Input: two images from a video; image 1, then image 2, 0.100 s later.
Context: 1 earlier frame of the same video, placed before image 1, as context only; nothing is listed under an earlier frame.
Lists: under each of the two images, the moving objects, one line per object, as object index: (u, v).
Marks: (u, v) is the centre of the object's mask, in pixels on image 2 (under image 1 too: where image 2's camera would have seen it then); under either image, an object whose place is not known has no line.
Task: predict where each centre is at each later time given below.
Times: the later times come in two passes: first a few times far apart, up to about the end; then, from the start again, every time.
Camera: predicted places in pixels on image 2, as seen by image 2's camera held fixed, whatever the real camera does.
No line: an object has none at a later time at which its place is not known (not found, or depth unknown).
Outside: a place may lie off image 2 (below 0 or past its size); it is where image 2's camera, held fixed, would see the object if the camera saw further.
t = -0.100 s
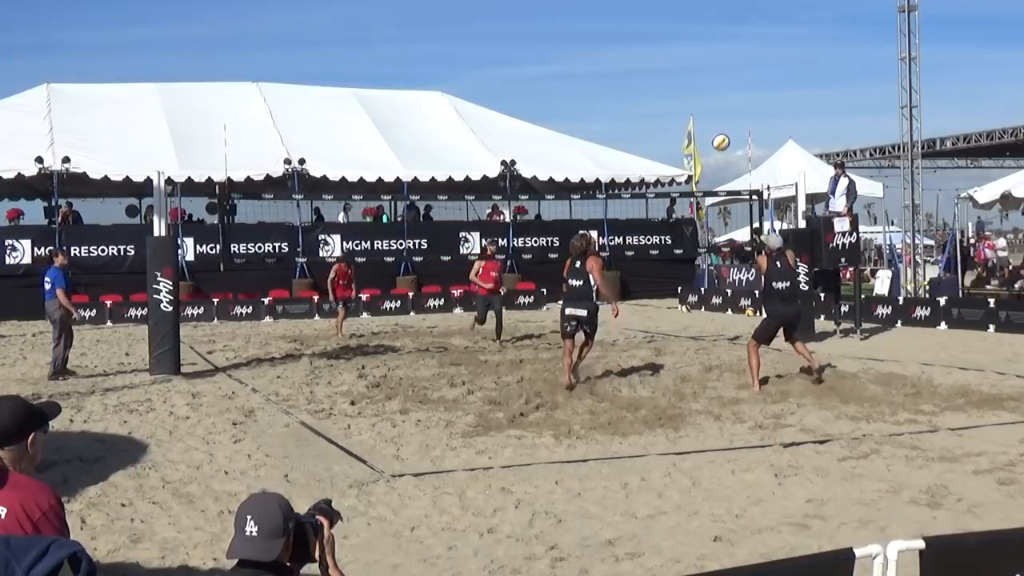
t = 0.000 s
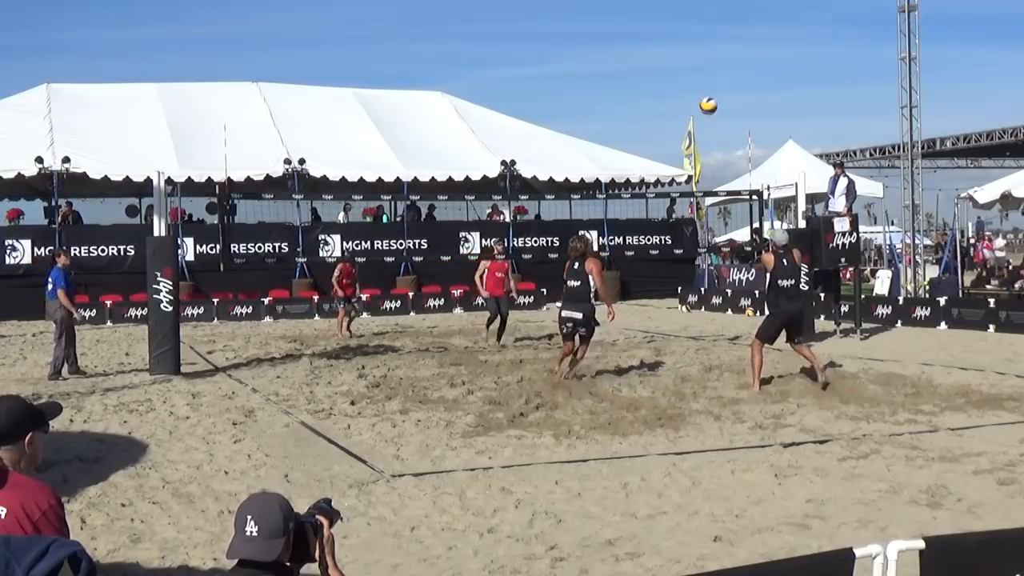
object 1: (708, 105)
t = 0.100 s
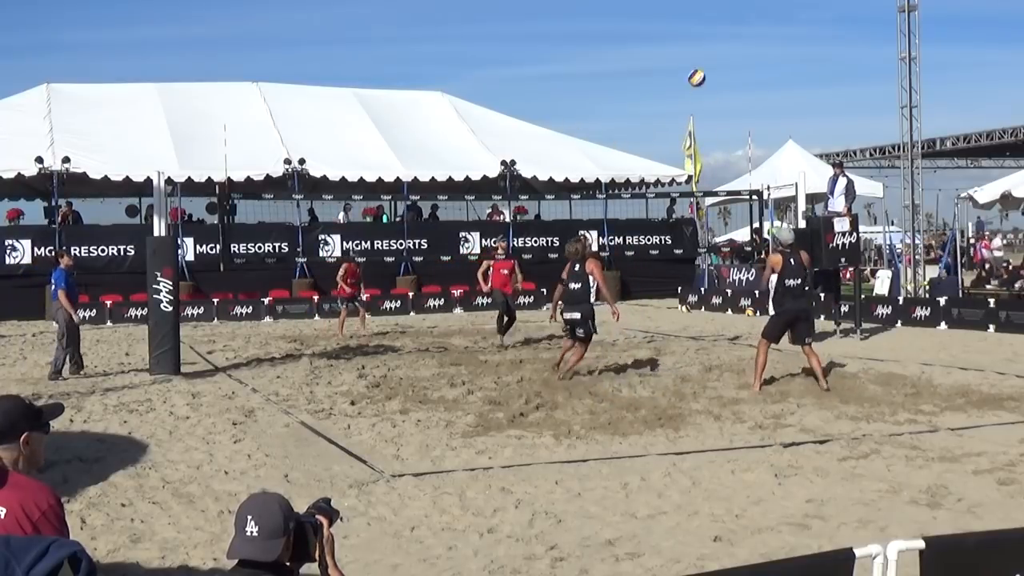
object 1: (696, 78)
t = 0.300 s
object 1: (676, 48)
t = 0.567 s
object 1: (653, 56)
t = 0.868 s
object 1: (632, 126)
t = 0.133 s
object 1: (693, 70)
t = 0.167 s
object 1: (689, 63)
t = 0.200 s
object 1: (686, 58)
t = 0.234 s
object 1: (683, 54)
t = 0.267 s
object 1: (679, 51)
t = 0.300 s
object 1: (676, 48)
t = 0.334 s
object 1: (673, 46)
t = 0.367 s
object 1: (670, 45)
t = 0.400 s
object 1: (667, 45)
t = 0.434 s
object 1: (664, 45)
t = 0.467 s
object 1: (661, 47)
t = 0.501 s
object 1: (659, 49)
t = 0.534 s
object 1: (656, 52)
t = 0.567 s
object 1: (653, 56)
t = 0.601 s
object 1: (651, 62)
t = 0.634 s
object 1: (648, 66)
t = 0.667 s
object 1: (646, 73)
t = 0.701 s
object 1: (643, 80)
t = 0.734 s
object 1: (641, 88)
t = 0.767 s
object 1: (638, 96)
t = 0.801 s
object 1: (637, 105)
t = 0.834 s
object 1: (634, 115)
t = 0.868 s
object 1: (632, 126)
